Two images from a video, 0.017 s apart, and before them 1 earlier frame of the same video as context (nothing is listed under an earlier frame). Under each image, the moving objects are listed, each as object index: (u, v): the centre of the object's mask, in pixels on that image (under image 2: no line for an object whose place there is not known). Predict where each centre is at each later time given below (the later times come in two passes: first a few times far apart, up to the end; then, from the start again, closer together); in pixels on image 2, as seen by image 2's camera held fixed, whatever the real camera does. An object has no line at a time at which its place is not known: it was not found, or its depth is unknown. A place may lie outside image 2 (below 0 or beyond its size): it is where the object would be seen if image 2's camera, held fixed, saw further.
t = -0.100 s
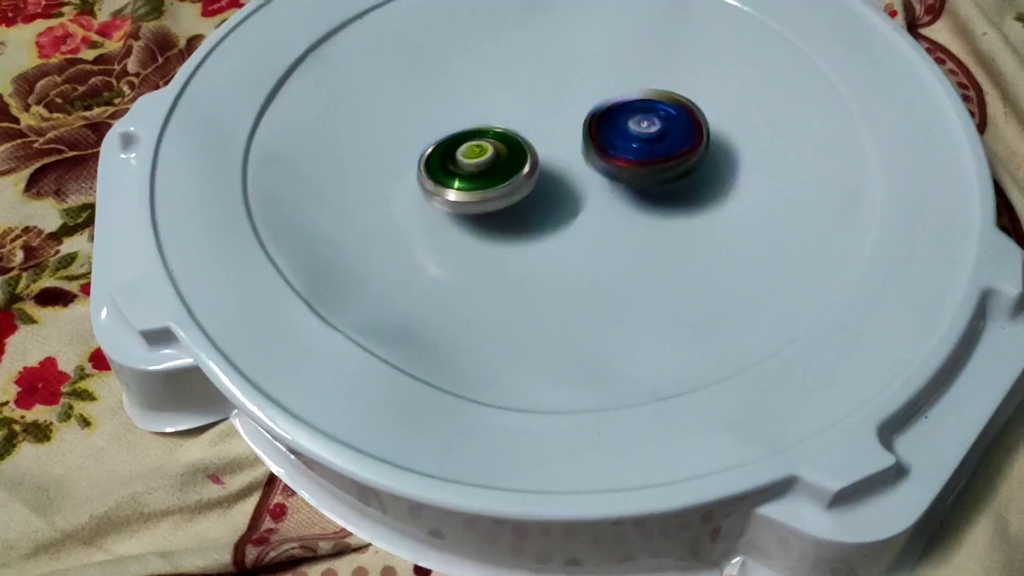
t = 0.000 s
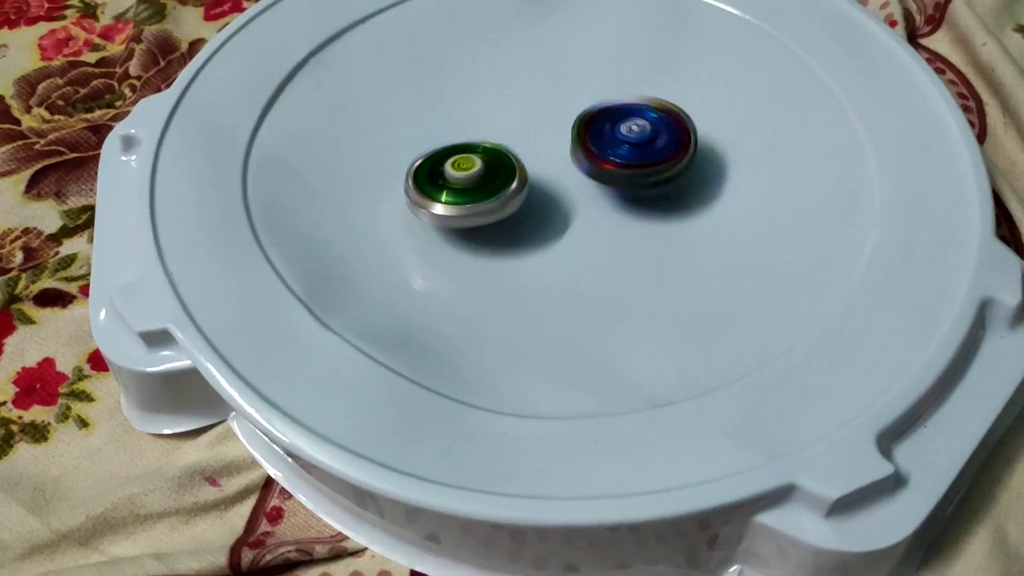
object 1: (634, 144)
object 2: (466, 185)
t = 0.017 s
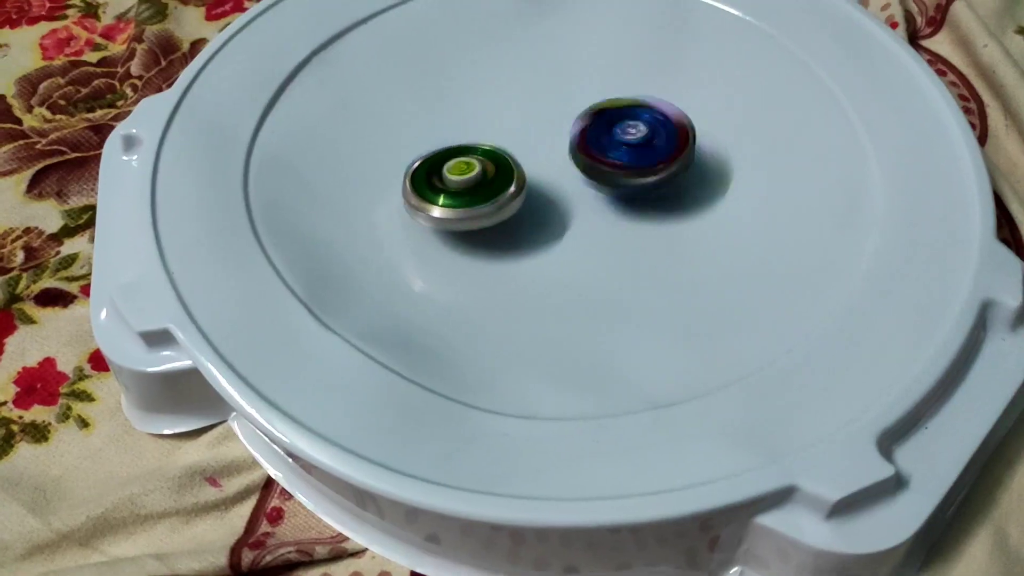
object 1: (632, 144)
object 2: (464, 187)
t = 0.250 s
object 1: (593, 142)
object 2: (447, 205)
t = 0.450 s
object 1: (559, 142)
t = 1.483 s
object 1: (610, 114)
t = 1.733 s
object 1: (595, 128)
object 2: (536, 249)
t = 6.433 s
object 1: (422, 145)
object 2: (566, 159)
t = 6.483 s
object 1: (425, 146)
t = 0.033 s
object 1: (630, 144)
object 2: (461, 188)
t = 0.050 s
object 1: (627, 142)
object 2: (458, 189)
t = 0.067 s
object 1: (624, 142)
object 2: (456, 191)
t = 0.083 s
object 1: (622, 142)
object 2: (454, 192)
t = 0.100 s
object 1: (619, 145)
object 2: (453, 194)
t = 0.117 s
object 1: (616, 141)
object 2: (450, 195)
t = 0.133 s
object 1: (613, 141)
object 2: (450, 196)
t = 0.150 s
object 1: (610, 143)
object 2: (449, 198)
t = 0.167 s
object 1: (607, 143)
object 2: (448, 200)
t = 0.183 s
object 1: (606, 144)
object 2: (448, 200)
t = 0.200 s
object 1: (602, 143)
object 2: (447, 202)
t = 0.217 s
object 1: (599, 141)
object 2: (447, 203)
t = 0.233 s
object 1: (597, 143)
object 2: (447, 204)
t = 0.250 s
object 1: (593, 142)
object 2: (447, 205)
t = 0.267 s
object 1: (590, 140)
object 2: (446, 206)
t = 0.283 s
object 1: (587, 144)
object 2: (447, 207)
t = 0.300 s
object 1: (584, 141)
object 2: (447, 207)
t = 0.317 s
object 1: (582, 143)
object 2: (447, 209)
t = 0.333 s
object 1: (578, 140)
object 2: (448, 209)
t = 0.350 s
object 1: (576, 142)
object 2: (448, 211)
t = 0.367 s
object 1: (573, 143)
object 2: (449, 212)
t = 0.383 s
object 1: (571, 142)
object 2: (449, 212)
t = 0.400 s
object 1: (566, 140)
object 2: (450, 214)
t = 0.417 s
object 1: (565, 143)
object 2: (450, 214)
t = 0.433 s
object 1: (562, 140)
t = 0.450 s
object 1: (559, 142)
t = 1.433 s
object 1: (599, 120)
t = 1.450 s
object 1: (604, 115)
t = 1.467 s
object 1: (608, 114)
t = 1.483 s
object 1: (610, 114)
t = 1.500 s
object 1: (610, 115)
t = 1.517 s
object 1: (609, 117)
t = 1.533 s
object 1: (609, 117)
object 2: (495, 253)
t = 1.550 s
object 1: (608, 117)
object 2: (497, 252)
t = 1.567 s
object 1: (608, 118)
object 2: (501, 252)
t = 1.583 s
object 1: (607, 119)
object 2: (505, 252)
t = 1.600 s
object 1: (606, 120)
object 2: (509, 252)
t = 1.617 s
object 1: (605, 121)
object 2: (512, 251)
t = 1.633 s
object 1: (604, 120)
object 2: (516, 251)
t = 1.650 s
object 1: (604, 122)
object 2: (519, 251)
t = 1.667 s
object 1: (602, 124)
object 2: (523, 251)
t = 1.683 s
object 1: (600, 125)
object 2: (526, 250)
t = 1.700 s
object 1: (600, 127)
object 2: (530, 250)
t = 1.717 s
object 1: (598, 129)
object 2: (533, 249)
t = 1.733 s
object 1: (595, 128)
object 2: (536, 249)
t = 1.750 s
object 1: (595, 129)
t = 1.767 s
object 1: (592, 133)
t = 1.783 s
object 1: (589, 132)
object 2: (546, 247)
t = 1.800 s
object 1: (589, 136)
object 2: (550, 247)
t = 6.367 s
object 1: (418, 145)
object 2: (564, 159)
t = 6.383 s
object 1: (419, 145)
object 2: (565, 159)
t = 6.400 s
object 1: (421, 145)
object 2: (566, 159)
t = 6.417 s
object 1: (422, 146)
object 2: (566, 159)
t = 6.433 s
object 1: (422, 145)
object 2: (566, 159)
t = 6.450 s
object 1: (424, 147)
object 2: (567, 159)
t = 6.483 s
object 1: (425, 146)
